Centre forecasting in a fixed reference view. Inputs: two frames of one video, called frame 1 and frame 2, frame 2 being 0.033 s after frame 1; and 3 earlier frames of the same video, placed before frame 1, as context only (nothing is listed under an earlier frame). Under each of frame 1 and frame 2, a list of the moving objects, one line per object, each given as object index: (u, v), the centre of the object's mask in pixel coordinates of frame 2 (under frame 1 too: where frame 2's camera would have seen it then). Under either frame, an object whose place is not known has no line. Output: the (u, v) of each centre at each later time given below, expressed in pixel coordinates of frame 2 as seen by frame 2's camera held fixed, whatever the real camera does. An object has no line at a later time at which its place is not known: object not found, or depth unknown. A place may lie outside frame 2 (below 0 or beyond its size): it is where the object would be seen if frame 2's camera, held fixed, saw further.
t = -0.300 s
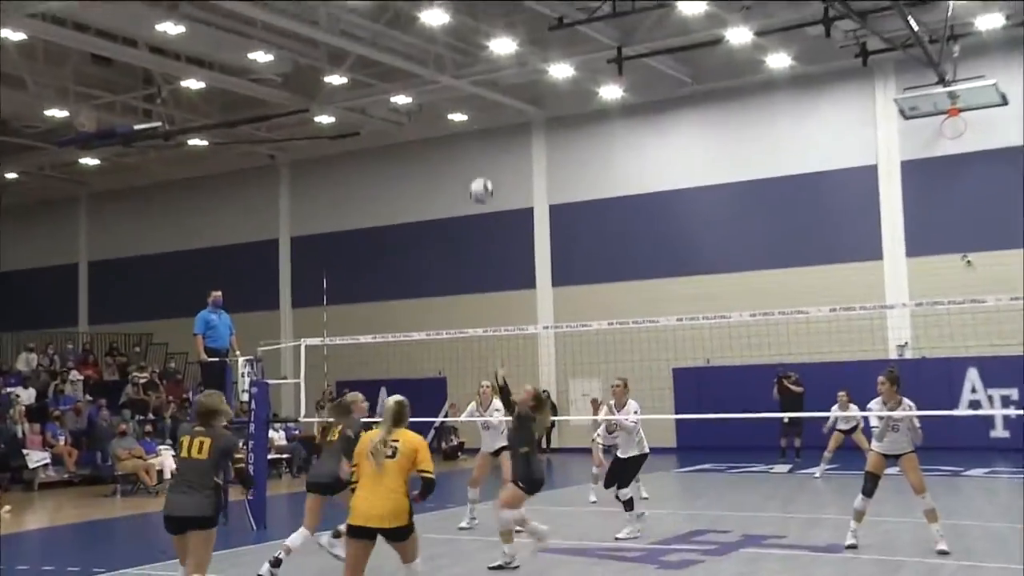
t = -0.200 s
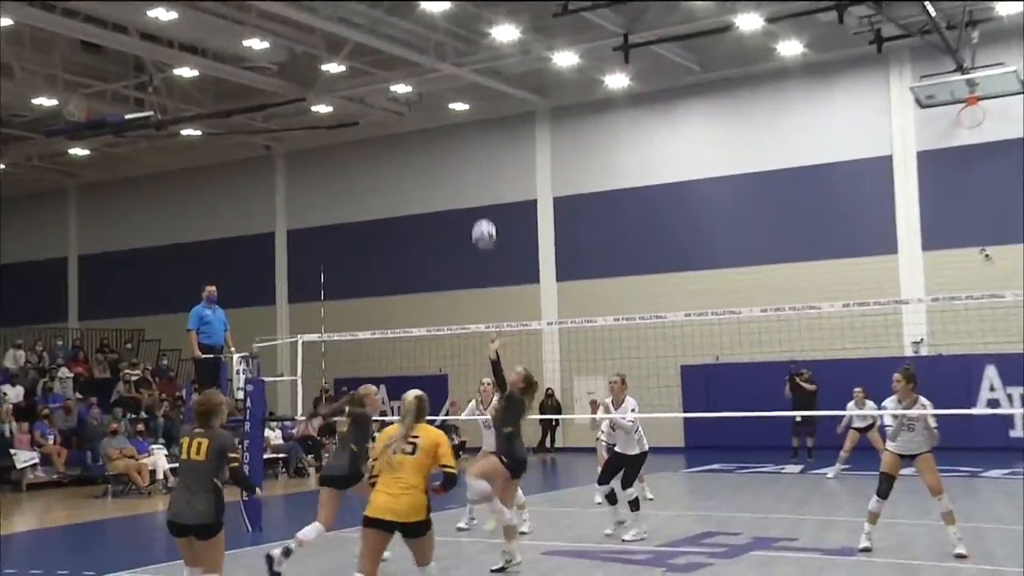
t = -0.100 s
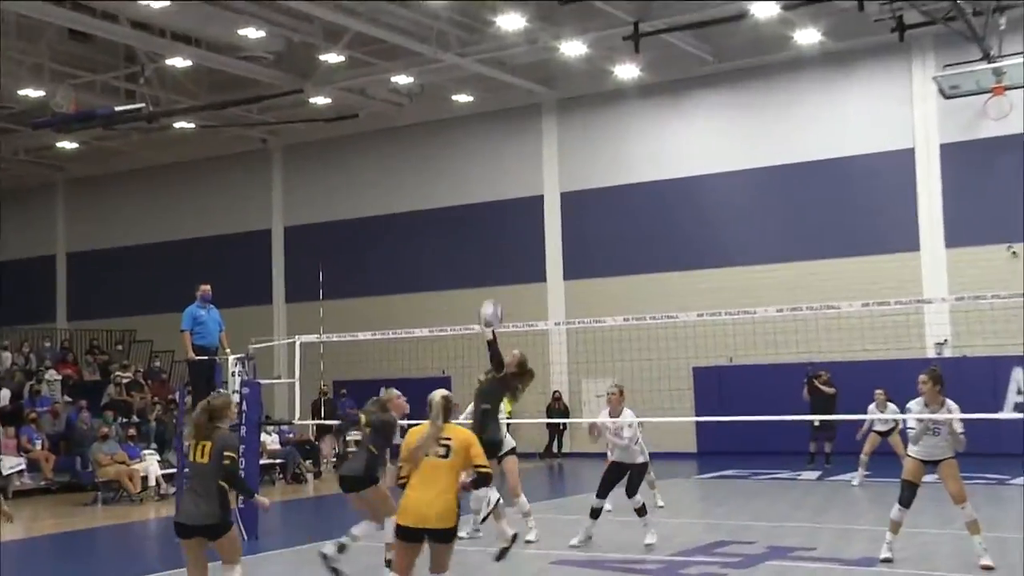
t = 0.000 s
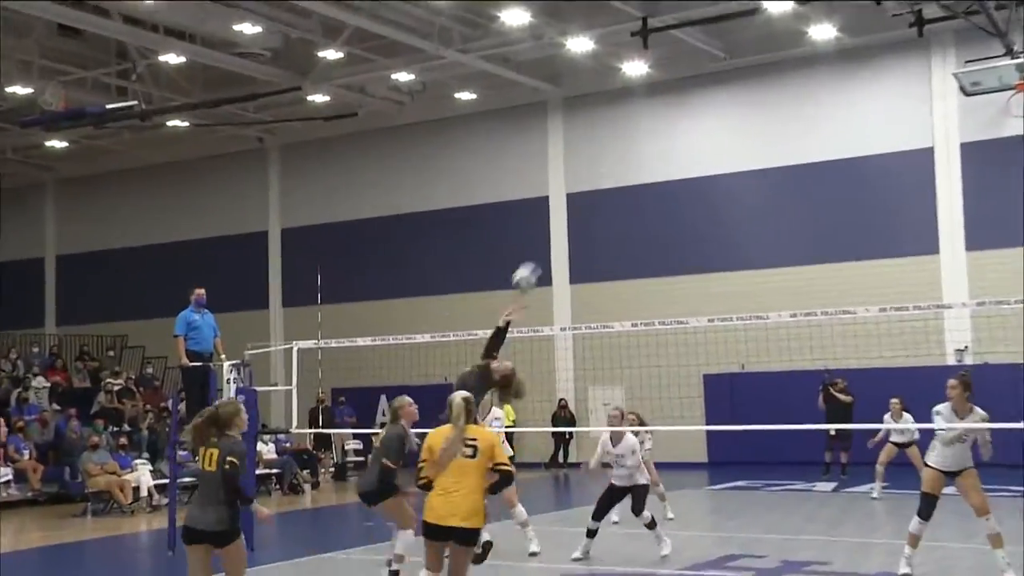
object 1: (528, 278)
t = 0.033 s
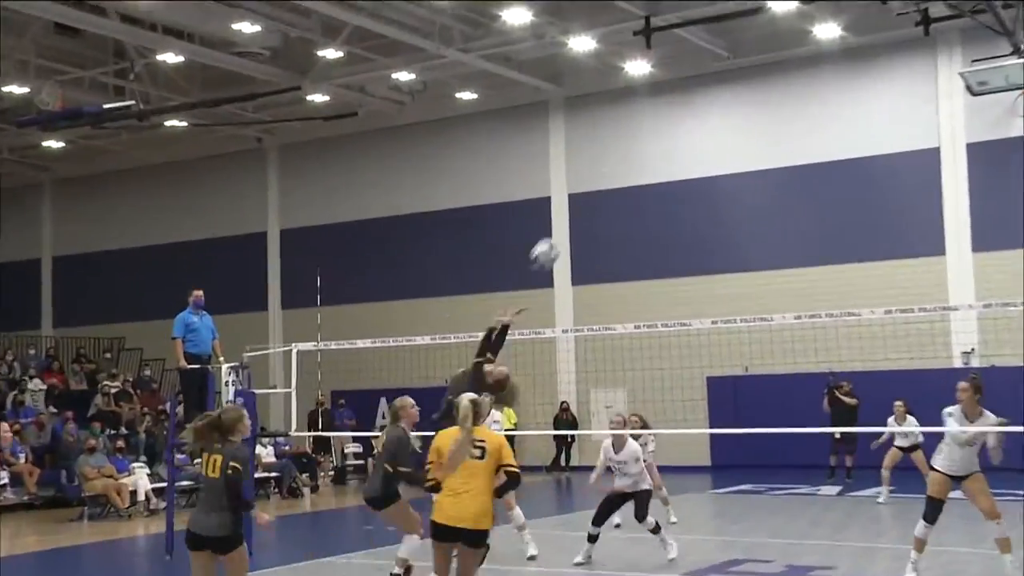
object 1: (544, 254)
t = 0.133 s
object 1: (598, 183)
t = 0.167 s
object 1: (617, 161)
